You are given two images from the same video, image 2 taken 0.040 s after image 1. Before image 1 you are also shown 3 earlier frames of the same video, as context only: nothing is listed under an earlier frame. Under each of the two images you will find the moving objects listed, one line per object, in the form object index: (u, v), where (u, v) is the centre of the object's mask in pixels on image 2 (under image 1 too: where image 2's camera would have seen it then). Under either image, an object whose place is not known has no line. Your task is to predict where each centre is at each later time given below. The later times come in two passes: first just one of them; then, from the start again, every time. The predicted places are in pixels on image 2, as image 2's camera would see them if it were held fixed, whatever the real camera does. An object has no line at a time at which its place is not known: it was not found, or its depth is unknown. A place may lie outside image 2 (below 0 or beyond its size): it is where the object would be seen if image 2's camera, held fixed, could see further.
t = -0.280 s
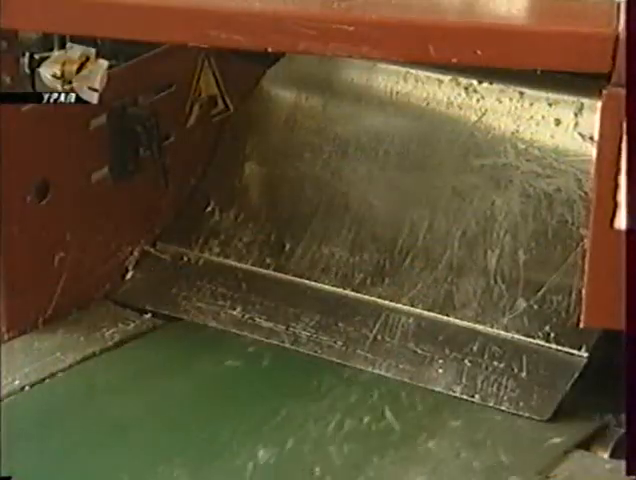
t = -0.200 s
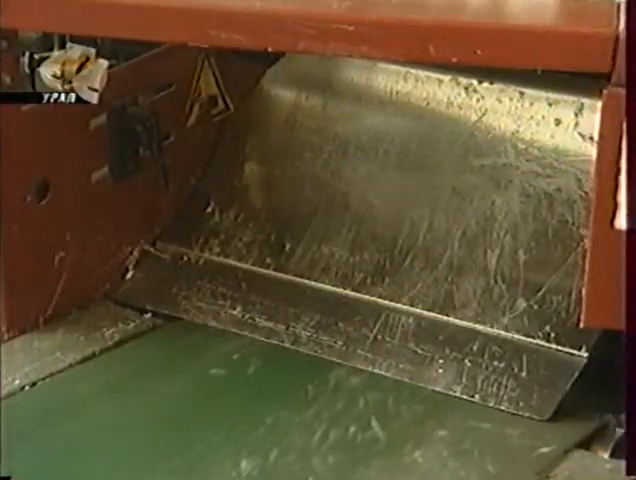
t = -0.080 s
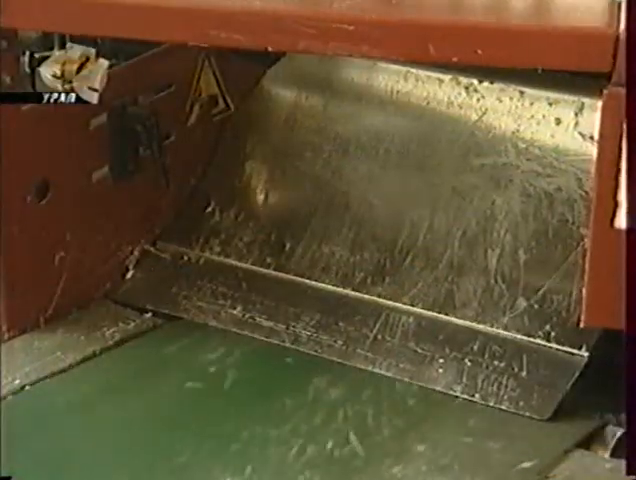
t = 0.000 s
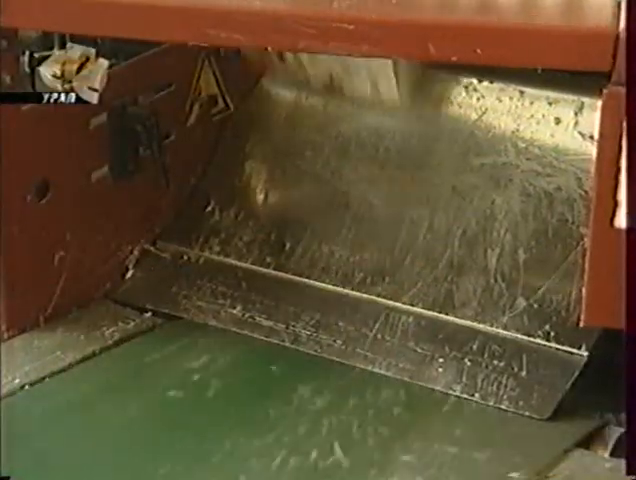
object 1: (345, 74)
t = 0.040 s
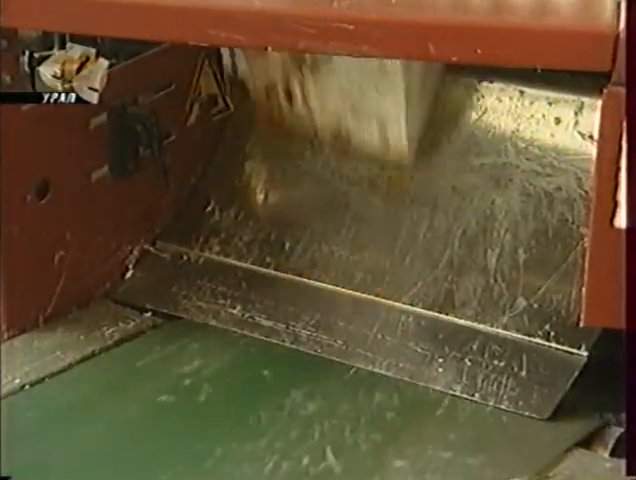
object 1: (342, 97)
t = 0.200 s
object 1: (318, 214)
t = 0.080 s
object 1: (343, 124)
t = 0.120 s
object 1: (337, 156)
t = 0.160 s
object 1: (324, 195)
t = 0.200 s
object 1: (318, 214)
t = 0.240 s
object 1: (312, 238)
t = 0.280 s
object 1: (302, 261)
